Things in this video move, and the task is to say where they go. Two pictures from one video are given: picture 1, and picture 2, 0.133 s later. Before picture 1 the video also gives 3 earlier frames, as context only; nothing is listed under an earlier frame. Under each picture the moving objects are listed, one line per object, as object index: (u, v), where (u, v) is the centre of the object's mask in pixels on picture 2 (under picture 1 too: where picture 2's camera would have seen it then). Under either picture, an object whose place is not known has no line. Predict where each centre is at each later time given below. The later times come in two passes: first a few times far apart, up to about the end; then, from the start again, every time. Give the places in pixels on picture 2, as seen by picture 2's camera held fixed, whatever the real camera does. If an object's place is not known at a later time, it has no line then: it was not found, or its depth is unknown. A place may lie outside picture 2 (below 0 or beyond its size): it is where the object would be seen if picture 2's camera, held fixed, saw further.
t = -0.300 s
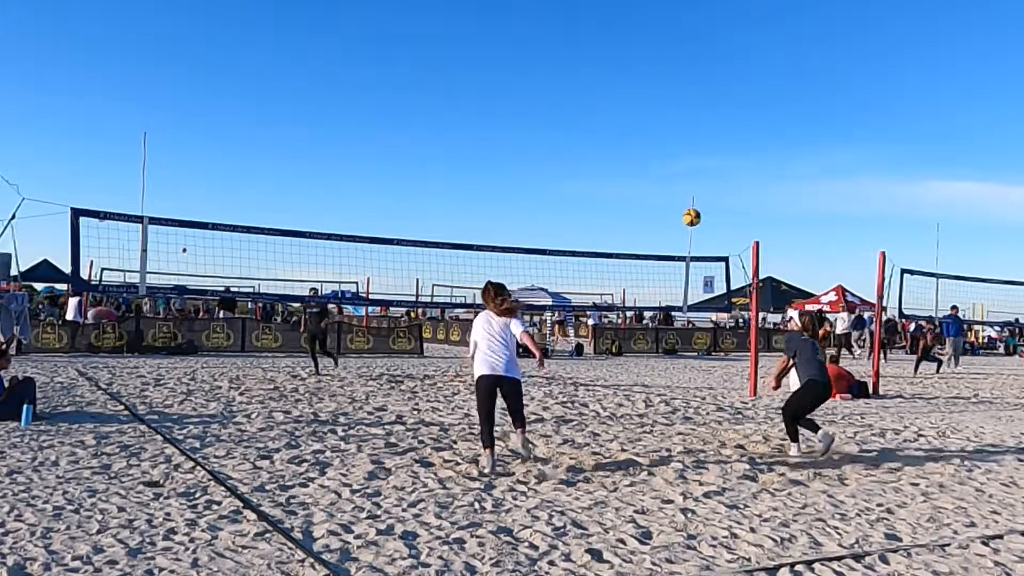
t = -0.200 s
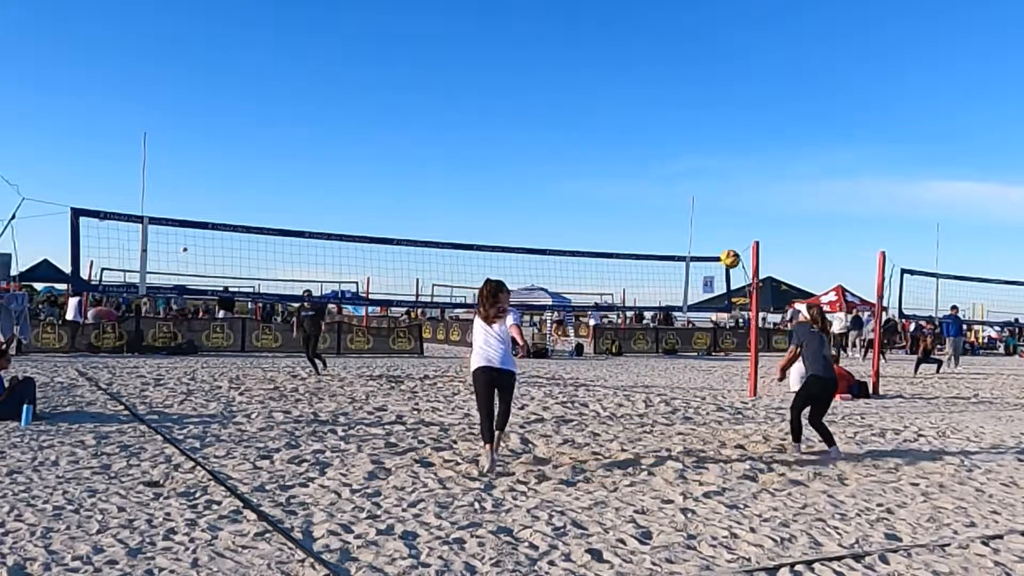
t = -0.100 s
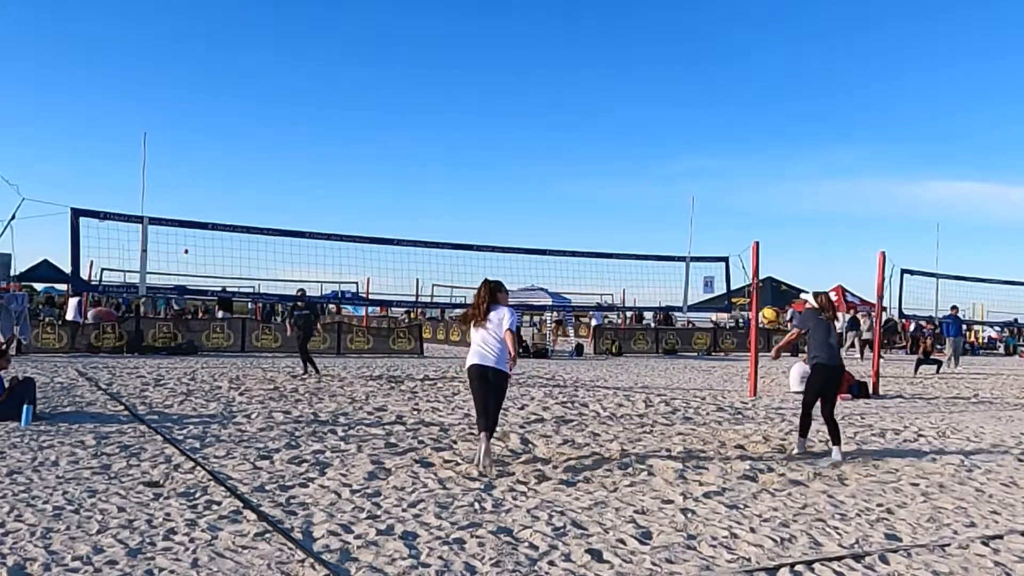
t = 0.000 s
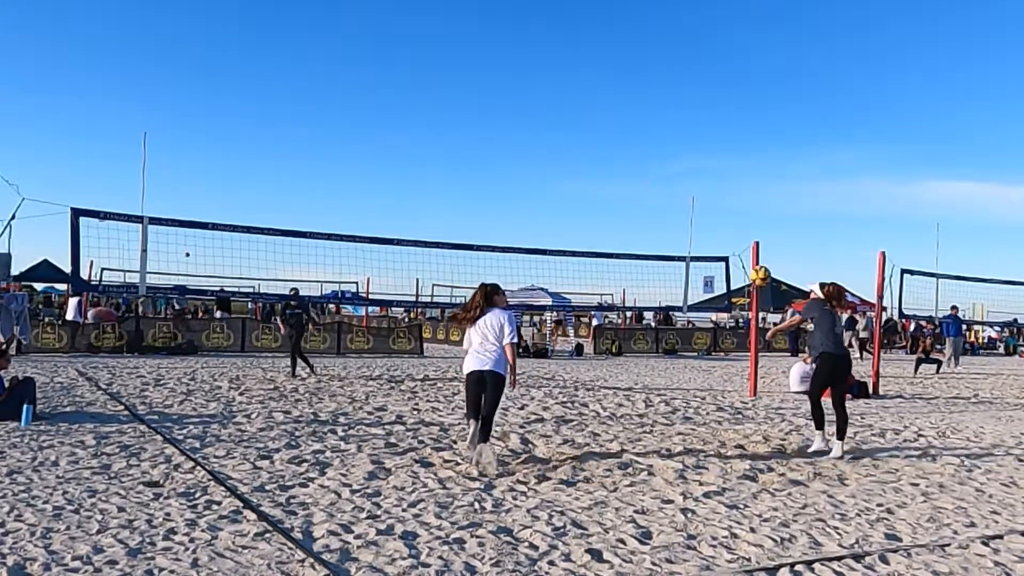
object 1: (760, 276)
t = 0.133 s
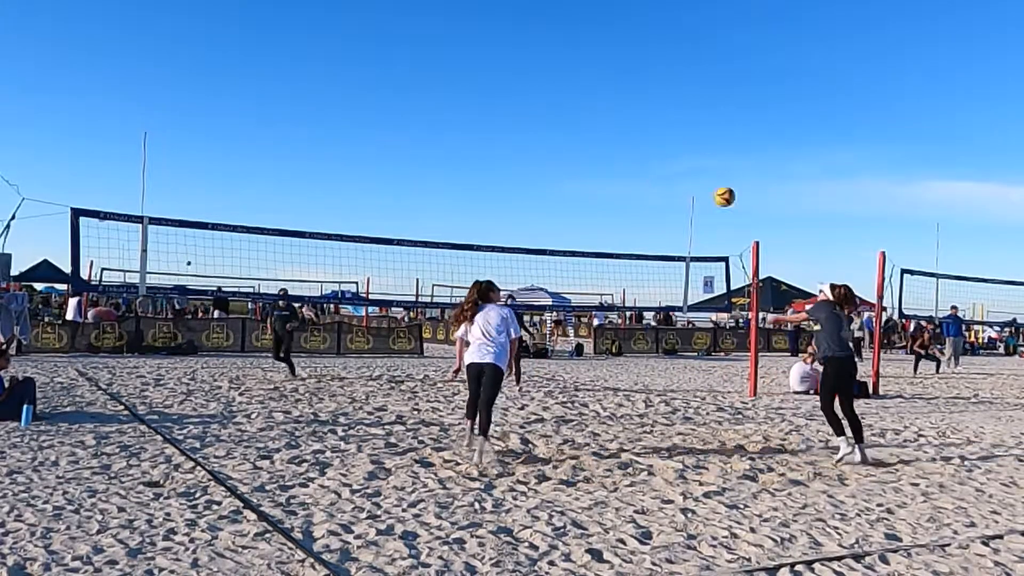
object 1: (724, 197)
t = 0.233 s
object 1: (698, 151)
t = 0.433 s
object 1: (647, 91)
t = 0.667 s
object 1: (591, 71)
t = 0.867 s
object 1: (543, 92)
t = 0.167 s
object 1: (715, 180)
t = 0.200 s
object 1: (707, 165)
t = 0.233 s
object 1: (698, 151)
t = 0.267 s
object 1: (689, 138)
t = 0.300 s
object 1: (681, 126)
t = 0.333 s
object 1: (672, 116)
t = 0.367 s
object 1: (664, 106)
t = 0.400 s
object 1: (656, 98)
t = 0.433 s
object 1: (647, 91)
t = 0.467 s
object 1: (640, 85)
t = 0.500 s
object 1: (631, 80)
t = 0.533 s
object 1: (623, 76)
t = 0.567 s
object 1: (615, 73)
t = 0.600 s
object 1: (607, 71)
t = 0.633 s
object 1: (599, 71)
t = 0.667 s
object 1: (591, 71)
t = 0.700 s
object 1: (583, 72)
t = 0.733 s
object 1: (575, 74)
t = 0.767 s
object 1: (567, 78)
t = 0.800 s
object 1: (559, 82)
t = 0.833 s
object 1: (551, 86)
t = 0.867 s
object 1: (543, 92)
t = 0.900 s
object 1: (536, 100)
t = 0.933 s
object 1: (528, 107)
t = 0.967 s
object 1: (521, 116)
